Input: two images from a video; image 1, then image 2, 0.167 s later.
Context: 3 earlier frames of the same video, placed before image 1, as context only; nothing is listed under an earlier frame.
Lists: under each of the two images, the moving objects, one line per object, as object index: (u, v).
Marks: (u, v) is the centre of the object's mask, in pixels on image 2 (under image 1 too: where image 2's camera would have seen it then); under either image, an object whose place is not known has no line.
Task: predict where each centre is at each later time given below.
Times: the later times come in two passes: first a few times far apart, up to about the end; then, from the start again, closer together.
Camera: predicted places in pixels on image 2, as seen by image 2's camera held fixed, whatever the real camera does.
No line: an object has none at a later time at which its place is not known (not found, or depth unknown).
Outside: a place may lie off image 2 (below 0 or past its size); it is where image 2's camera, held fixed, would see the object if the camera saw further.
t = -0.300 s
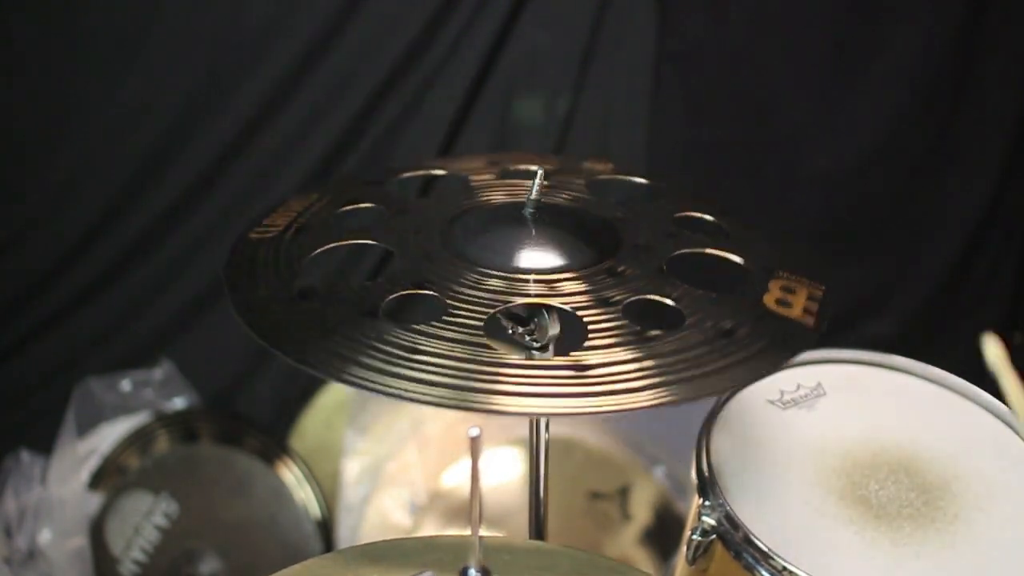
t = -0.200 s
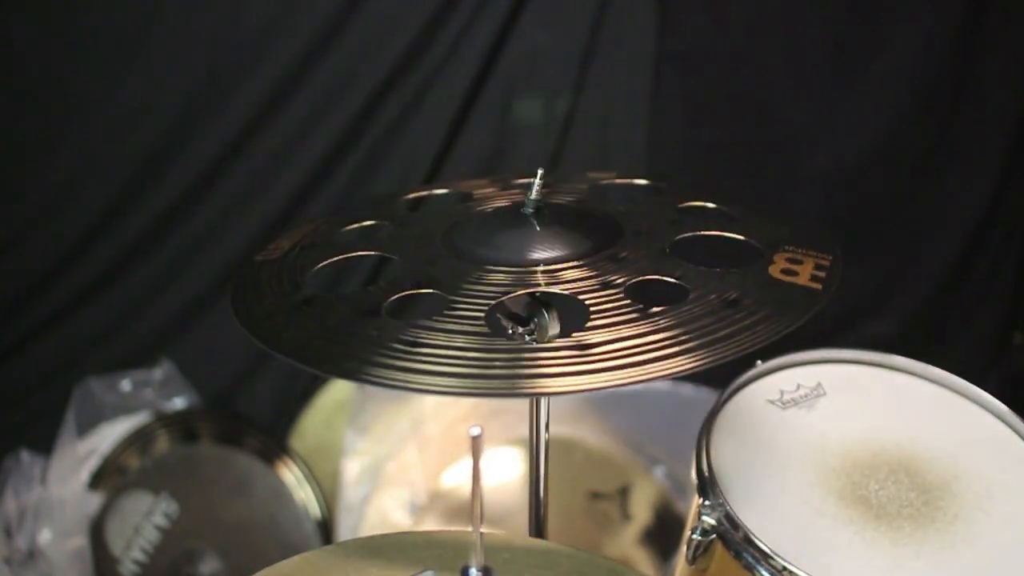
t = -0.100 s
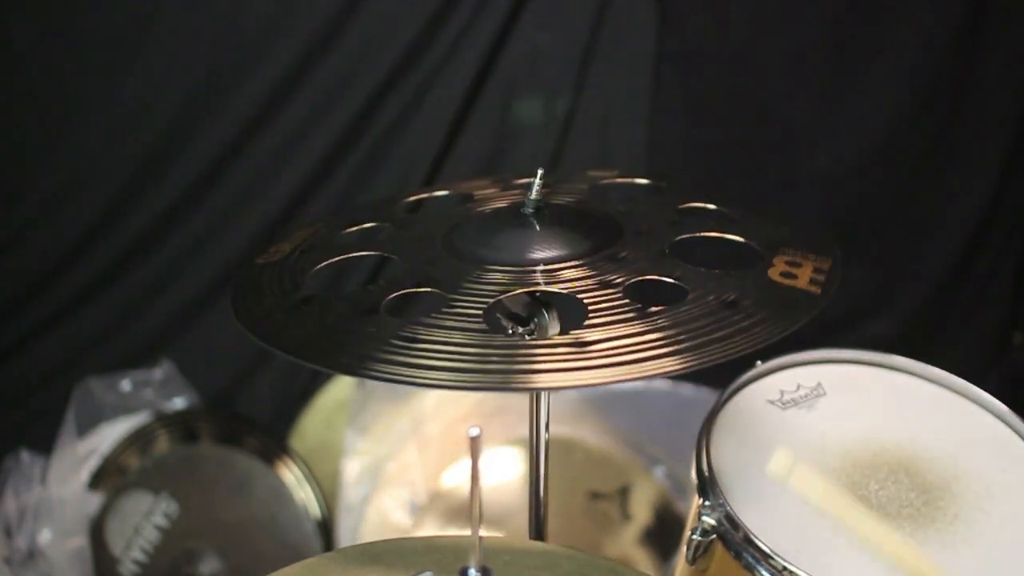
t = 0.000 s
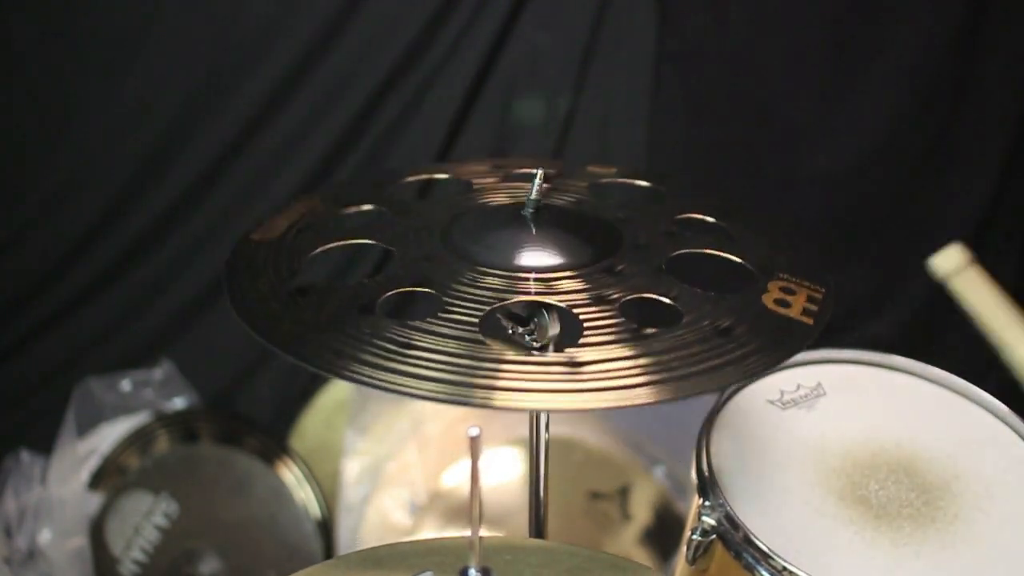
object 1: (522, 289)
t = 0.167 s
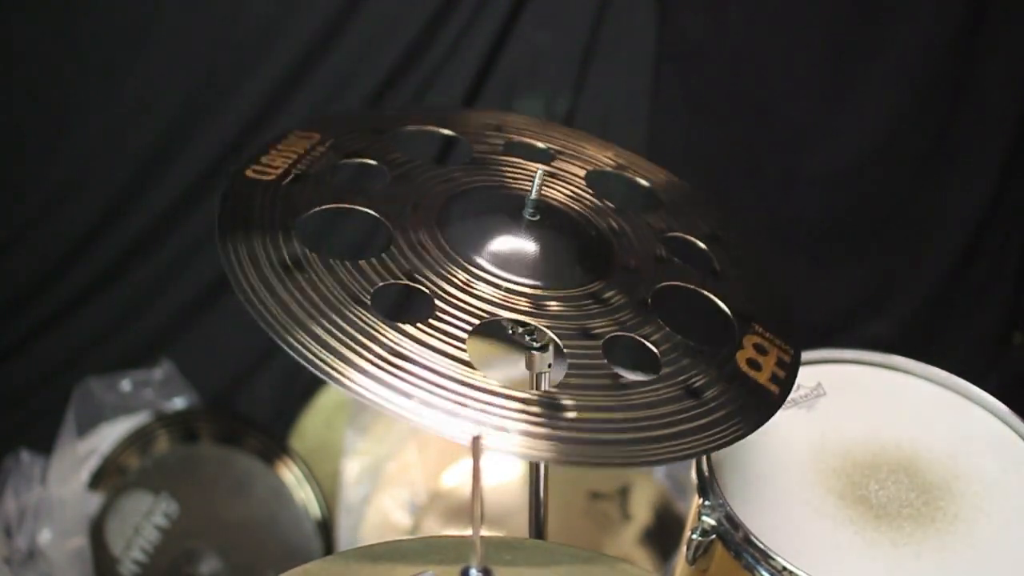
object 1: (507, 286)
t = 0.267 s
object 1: (505, 283)
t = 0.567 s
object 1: (518, 289)
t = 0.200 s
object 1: (506, 285)
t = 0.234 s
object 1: (505, 284)
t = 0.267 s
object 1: (505, 283)
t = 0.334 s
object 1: (507, 285)
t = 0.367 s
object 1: (505, 286)
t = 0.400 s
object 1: (506, 288)
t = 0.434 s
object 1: (513, 288)
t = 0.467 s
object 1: (515, 288)
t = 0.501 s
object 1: (516, 289)
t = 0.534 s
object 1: (518, 290)
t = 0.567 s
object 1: (518, 289)
